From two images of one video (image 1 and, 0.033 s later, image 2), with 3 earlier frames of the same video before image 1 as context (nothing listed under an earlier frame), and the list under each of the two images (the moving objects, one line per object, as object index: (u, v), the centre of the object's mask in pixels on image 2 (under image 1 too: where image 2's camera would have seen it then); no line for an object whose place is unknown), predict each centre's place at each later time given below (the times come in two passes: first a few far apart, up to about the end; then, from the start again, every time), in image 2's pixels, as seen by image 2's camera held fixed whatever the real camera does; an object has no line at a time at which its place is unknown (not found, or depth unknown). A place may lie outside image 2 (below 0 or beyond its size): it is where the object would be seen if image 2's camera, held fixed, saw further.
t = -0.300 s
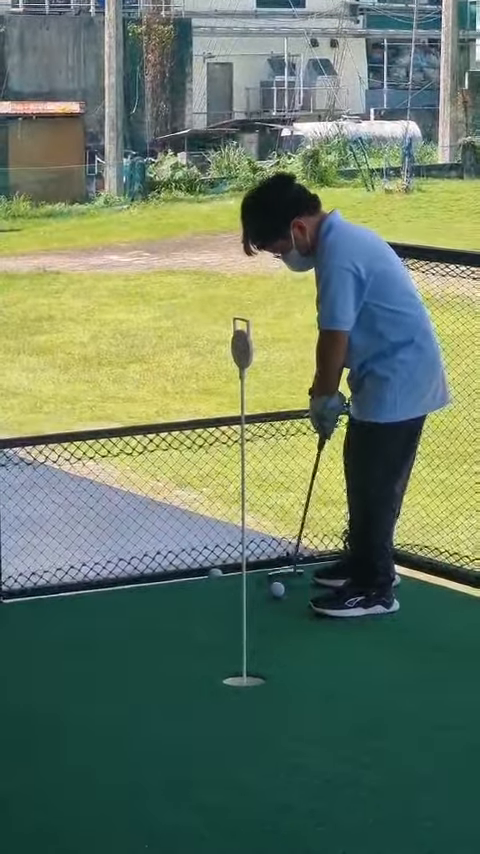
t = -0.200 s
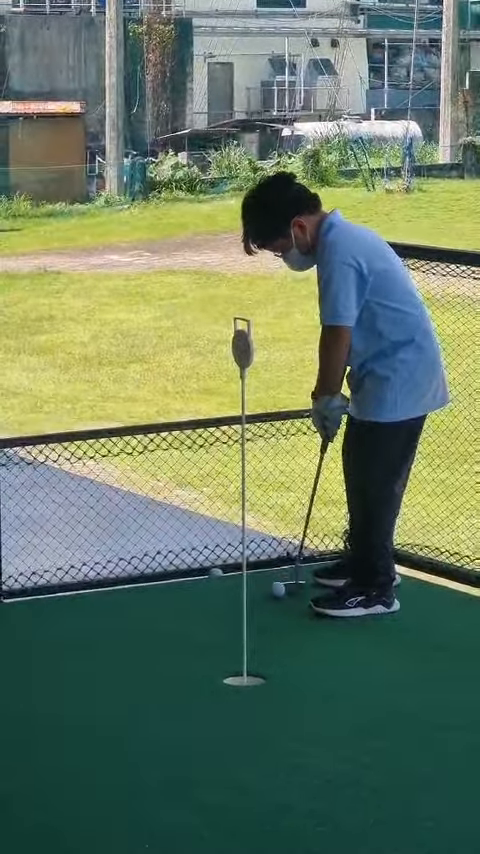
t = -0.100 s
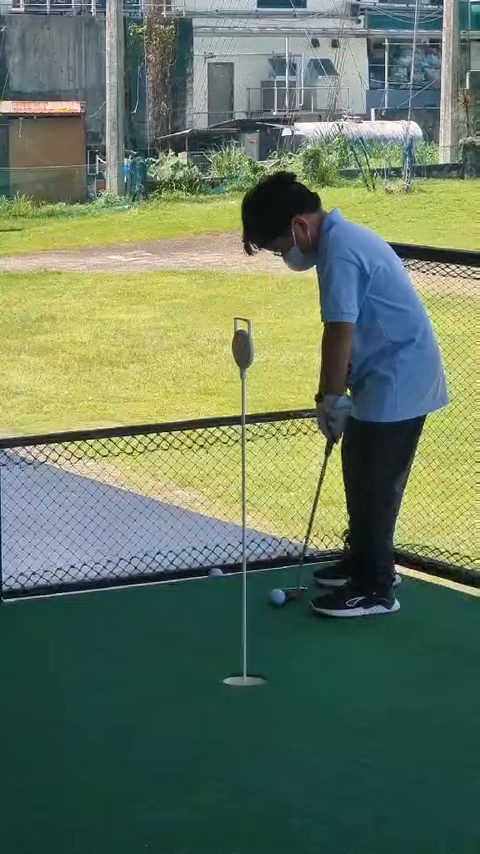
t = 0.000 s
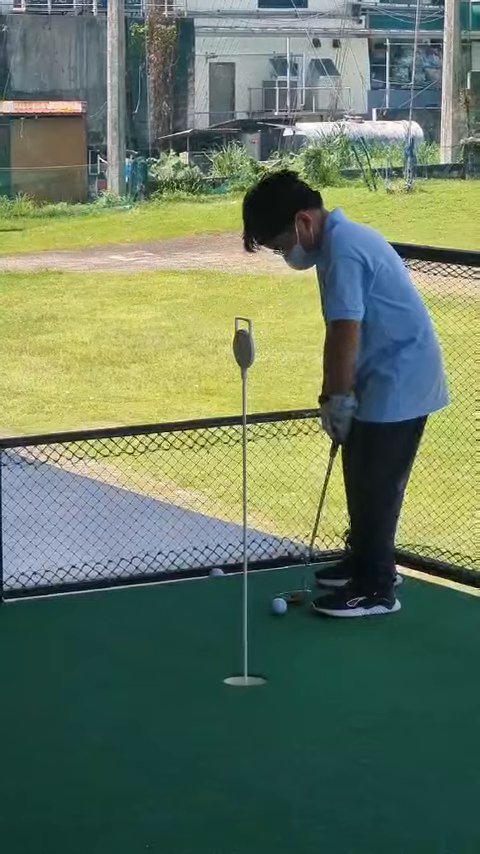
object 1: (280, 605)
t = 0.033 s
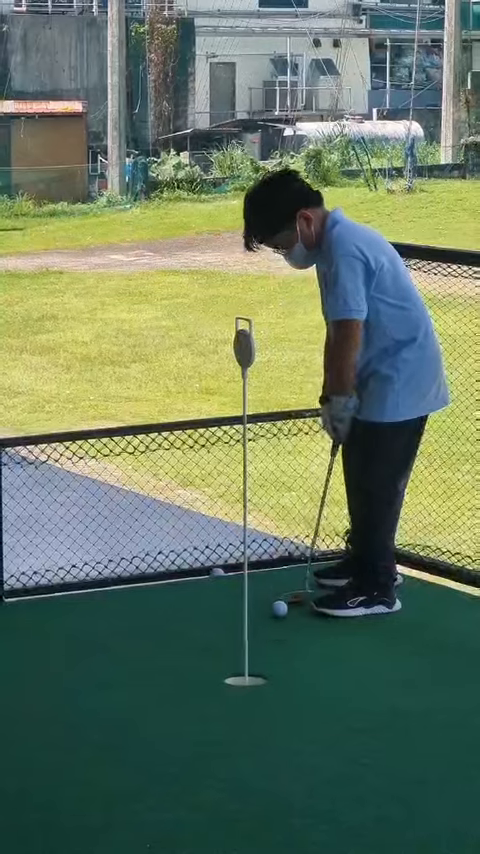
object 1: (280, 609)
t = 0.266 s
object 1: (281, 628)
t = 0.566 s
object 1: (285, 650)
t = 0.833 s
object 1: (288, 667)
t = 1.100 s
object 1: (294, 680)
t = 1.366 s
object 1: (300, 690)
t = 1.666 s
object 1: (305, 697)
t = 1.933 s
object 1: (306, 698)
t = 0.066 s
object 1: (280, 612)
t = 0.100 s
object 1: (280, 614)
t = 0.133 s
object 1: (280, 617)
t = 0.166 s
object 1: (281, 620)
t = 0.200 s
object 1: (281, 622)
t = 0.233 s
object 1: (281, 625)
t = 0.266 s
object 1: (281, 628)
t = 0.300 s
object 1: (282, 630)
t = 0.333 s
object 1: (282, 633)
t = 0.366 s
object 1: (283, 635)
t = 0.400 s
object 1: (283, 638)
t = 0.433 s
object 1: (283, 640)
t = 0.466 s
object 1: (283, 643)
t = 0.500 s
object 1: (284, 645)
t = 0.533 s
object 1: (284, 647)
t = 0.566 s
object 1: (285, 650)
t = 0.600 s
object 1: (286, 652)
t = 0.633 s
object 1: (286, 654)
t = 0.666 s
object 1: (286, 655)
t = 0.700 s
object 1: (287, 658)
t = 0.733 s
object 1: (287, 661)
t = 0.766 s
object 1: (288, 662)
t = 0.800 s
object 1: (288, 665)
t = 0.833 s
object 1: (288, 667)
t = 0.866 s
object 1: (290, 669)
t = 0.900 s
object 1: (291, 670)
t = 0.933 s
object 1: (291, 672)
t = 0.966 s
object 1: (292, 674)
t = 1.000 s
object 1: (292, 675)
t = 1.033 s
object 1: (293, 677)
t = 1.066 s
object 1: (294, 679)
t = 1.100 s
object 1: (294, 680)
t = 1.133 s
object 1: (294, 682)
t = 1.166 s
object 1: (295, 683)
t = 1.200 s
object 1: (296, 684)
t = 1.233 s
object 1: (297, 686)
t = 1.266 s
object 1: (298, 687)
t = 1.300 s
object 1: (299, 688)
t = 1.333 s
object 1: (300, 688)
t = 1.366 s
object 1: (300, 690)
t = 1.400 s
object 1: (301, 691)
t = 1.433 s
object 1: (301, 692)
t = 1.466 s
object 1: (302, 693)
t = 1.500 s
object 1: (303, 694)
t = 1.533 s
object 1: (303, 694)
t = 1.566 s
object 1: (304, 695)
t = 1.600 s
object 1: (305, 696)
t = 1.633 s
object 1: (305, 696)
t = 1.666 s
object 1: (305, 697)
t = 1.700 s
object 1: (305, 697)
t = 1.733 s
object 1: (306, 698)
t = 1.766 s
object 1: (306, 698)
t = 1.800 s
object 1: (306, 698)
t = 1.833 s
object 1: (306, 698)
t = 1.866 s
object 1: (306, 699)
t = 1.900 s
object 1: (306, 699)
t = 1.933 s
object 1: (306, 698)
